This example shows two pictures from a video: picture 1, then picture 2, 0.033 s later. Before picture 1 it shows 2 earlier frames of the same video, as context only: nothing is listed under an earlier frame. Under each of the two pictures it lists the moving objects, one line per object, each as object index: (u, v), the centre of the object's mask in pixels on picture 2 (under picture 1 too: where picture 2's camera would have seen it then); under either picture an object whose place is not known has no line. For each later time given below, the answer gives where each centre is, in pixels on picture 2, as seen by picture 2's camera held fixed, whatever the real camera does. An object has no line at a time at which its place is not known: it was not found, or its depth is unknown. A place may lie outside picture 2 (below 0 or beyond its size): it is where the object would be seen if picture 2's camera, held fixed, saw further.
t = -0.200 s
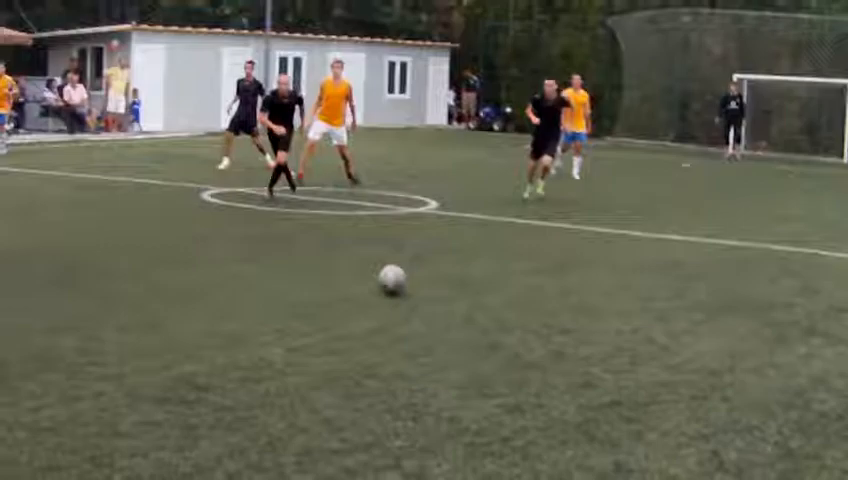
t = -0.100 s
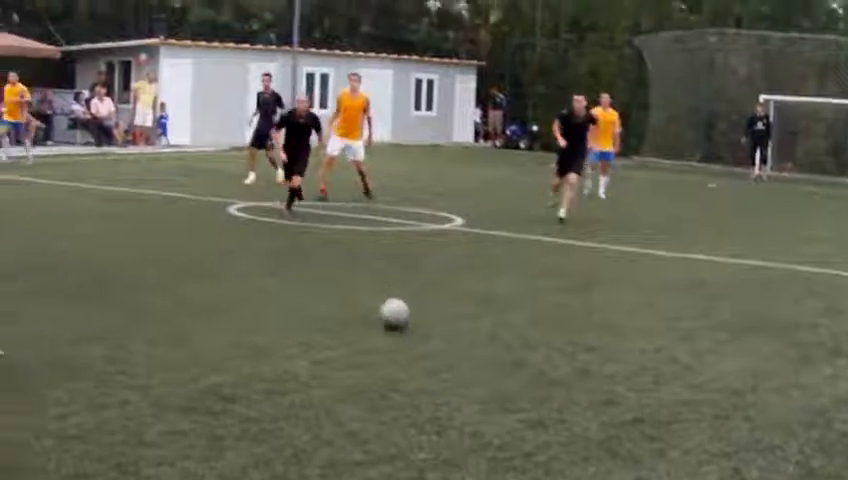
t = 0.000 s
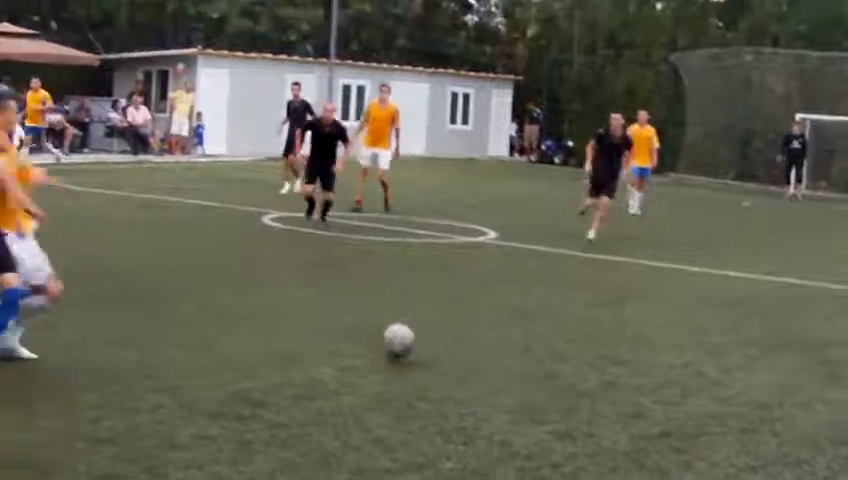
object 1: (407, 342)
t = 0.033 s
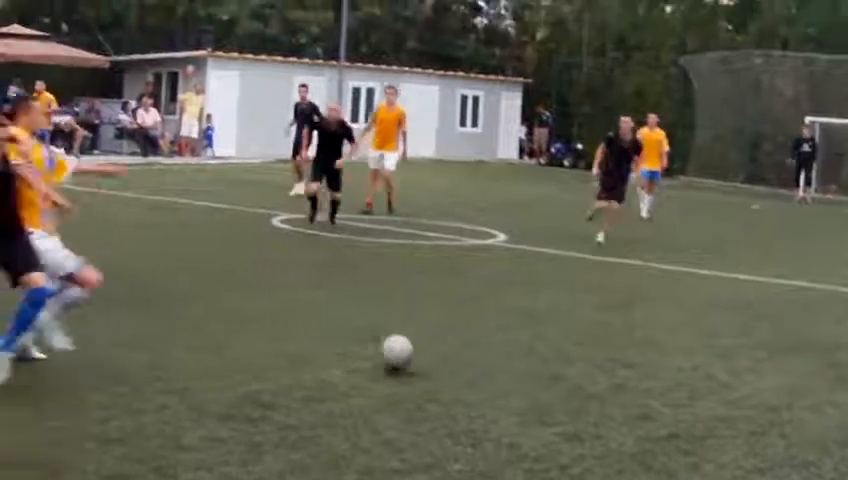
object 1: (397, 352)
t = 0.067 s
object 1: (385, 363)
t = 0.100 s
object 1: (376, 364)
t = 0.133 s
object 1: (361, 373)
